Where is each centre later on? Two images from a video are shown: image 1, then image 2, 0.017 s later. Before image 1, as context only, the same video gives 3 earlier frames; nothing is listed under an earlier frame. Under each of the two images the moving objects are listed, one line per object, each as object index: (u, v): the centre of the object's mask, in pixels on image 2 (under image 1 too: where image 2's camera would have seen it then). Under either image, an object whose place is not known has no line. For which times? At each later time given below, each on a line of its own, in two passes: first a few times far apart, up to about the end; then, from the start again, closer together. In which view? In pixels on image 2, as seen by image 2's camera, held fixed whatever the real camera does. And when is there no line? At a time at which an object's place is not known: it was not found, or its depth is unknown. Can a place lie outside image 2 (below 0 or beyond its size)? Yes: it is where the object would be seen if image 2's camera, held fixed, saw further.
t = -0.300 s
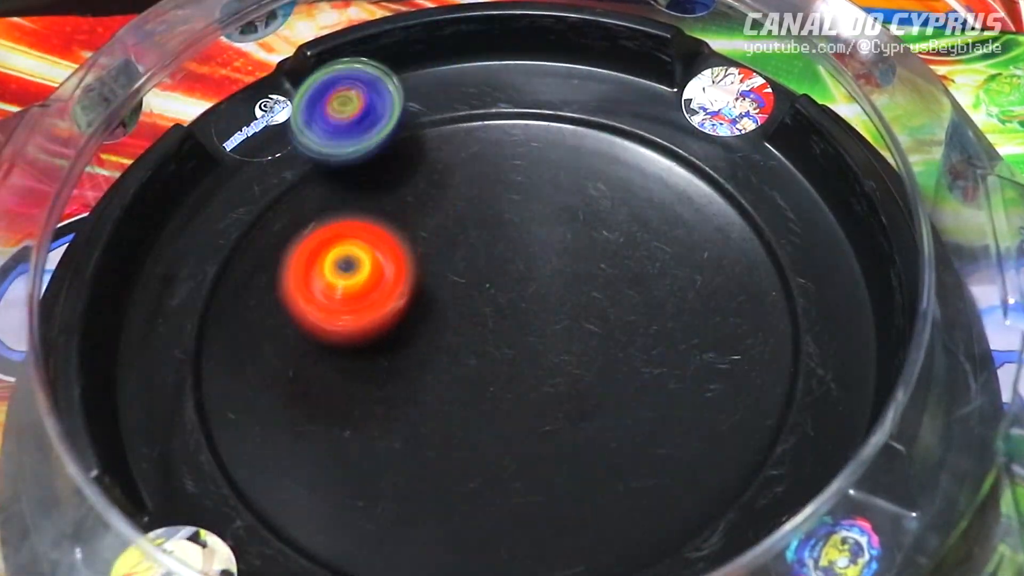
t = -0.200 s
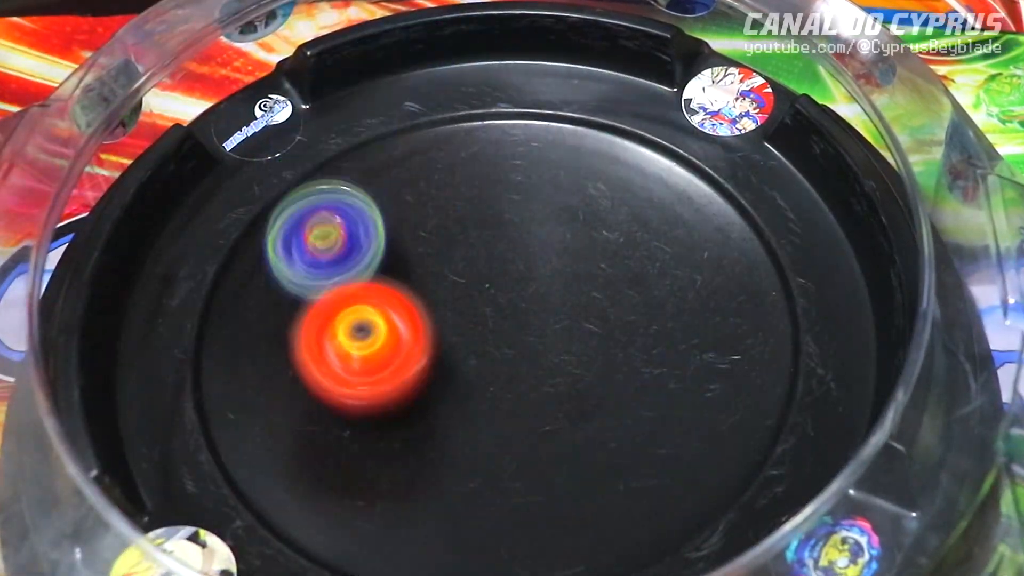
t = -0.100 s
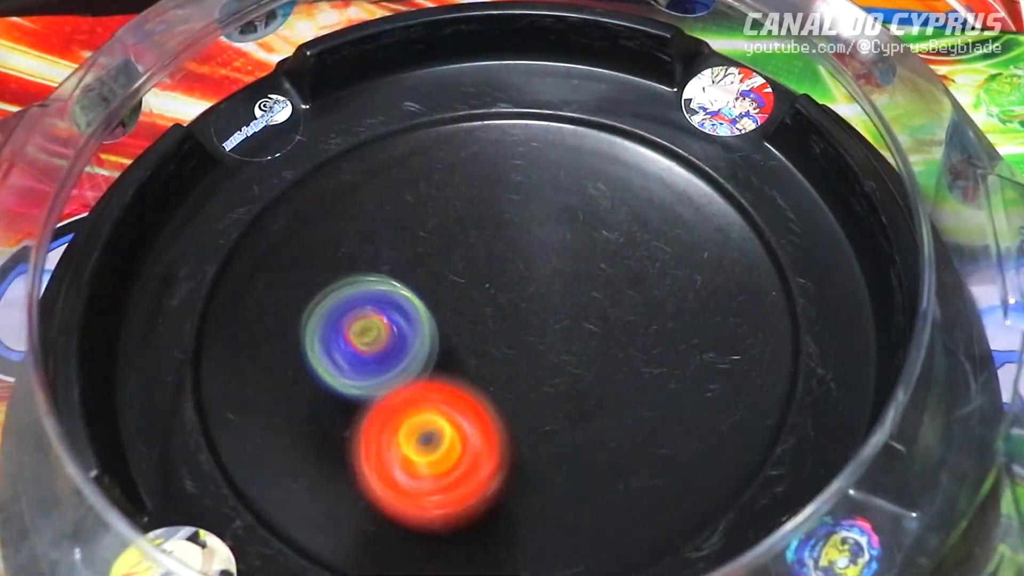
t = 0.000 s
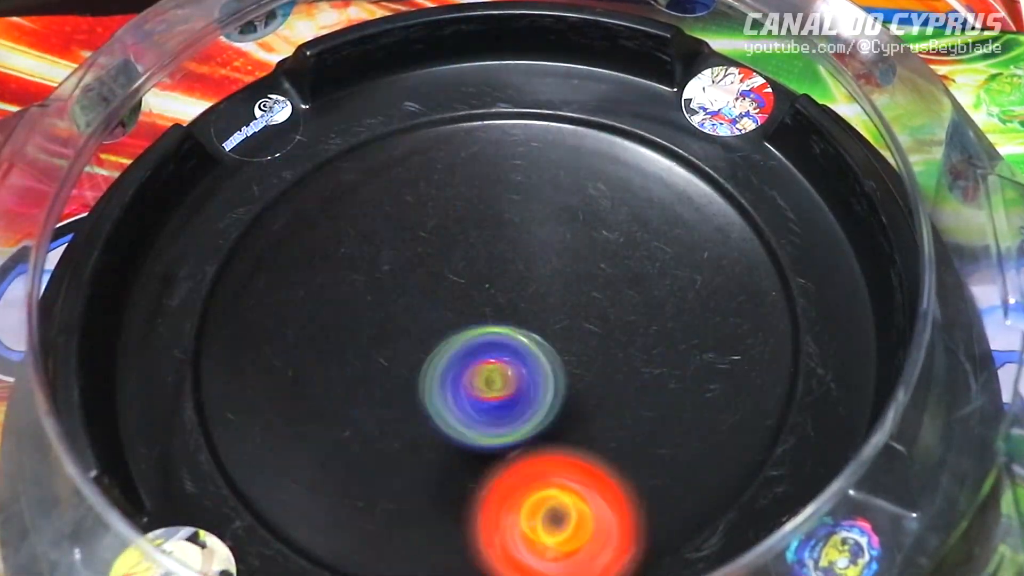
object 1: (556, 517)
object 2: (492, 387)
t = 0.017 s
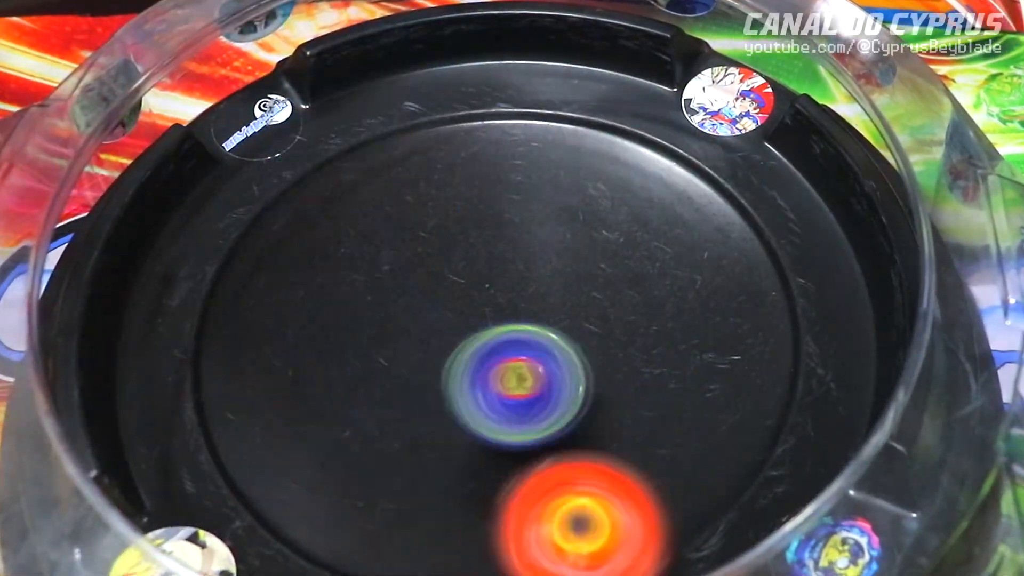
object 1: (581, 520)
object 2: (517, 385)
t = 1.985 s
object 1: (313, 335)
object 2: (670, 464)
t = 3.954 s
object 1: (419, 411)
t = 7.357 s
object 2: (396, 387)
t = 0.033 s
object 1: (606, 523)
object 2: (542, 384)
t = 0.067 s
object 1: (645, 513)
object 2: (591, 374)
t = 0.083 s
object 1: (659, 506)
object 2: (617, 366)
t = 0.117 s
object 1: (685, 489)
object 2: (663, 348)
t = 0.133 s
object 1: (692, 465)
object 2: (684, 334)
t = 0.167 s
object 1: (704, 425)
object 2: (720, 305)
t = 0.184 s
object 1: (708, 412)
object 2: (733, 293)
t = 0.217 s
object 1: (708, 363)
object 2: (757, 260)
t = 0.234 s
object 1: (704, 340)
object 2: (768, 238)
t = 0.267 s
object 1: (695, 308)
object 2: (764, 200)
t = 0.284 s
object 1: (689, 298)
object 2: (755, 184)
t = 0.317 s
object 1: (667, 268)
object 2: (734, 162)
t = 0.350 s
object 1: (629, 262)
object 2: (702, 131)
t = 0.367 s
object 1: (604, 262)
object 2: (681, 111)
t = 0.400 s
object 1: (557, 261)
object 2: (644, 86)
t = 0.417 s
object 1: (536, 259)
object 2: (629, 75)
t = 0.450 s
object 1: (493, 258)
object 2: (594, 58)
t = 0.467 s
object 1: (473, 259)
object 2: (572, 59)
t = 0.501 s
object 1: (434, 262)
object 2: (531, 60)
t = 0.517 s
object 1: (417, 265)
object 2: (511, 61)
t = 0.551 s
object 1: (384, 272)
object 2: (478, 67)
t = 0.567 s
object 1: (369, 278)
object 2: (463, 71)
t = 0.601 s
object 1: (345, 288)
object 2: (437, 82)
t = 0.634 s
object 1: (326, 301)
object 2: (413, 105)
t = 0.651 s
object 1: (318, 314)
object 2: (400, 120)
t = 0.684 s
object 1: (309, 329)
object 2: (374, 155)
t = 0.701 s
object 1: (306, 338)
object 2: (363, 174)
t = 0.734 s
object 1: (306, 362)
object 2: (346, 217)
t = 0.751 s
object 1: (308, 372)
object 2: (342, 239)
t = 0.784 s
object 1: (313, 397)
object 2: (340, 281)
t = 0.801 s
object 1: (313, 414)
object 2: (348, 296)
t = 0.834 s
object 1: (317, 451)
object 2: (371, 332)
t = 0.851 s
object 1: (322, 468)
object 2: (387, 350)
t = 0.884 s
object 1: (339, 497)
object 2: (423, 386)
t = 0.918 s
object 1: (363, 515)
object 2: (468, 417)
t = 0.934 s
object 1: (378, 521)
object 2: (492, 430)
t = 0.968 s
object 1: (415, 529)
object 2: (543, 449)
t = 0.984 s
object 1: (438, 530)
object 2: (570, 453)
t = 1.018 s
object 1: (483, 526)
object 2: (622, 459)
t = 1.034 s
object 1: (506, 521)
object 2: (648, 458)
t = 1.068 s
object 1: (546, 510)
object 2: (703, 450)
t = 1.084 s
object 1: (554, 505)
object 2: (740, 435)
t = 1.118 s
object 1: (567, 487)
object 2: (790, 385)
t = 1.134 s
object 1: (572, 477)
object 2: (811, 362)
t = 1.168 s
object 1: (576, 454)
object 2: (839, 323)
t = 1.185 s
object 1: (576, 442)
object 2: (840, 294)
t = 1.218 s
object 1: (572, 416)
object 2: (828, 249)
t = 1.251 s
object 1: (563, 389)
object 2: (796, 217)
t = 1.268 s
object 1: (558, 375)
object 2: (774, 200)
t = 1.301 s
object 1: (548, 351)
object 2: (727, 180)
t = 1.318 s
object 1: (542, 340)
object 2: (699, 169)
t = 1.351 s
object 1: (526, 318)
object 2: (640, 151)
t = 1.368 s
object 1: (517, 308)
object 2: (610, 145)
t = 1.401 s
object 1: (496, 291)
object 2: (548, 140)
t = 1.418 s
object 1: (486, 284)
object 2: (517, 138)
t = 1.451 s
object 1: (466, 271)
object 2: (453, 141)
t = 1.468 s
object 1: (456, 267)
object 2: (425, 145)
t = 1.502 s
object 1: (435, 259)
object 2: (368, 157)
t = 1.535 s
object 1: (414, 255)
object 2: (317, 175)
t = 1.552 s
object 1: (403, 253)
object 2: (294, 187)
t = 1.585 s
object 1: (377, 250)
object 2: (248, 214)
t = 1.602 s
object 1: (366, 249)
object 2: (229, 228)
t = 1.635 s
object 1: (345, 248)
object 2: (208, 267)
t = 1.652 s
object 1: (335, 249)
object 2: (203, 290)
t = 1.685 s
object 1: (316, 251)
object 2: (196, 337)
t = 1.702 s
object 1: (307, 252)
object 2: (206, 362)
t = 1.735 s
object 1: (290, 258)
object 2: (226, 411)
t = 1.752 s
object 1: (285, 262)
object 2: (242, 436)
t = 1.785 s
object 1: (276, 272)
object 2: (274, 483)
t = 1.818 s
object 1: (271, 283)
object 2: (329, 515)
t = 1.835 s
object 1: (269, 288)
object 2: (368, 522)
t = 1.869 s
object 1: (273, 301)
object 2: (446, 530)
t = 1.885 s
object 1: (276, 307)
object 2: (483, 530)
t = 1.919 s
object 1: (285, 319)
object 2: (558, 523)
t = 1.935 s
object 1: (291, 324)
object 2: (588, 516)
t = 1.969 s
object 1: (305, 332)
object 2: (646, 485)
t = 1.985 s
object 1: (313, 335)
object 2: (670, 464)
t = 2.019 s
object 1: (334, 338)
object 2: (704, 418)
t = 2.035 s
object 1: (346, 338)
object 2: (716, 392)
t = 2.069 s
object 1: (375, 334)
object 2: (730, 345)
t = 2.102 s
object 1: (404, 327)
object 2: (729, 296)
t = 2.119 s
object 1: (418, 322)
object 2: (725, 274)
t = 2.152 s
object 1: (444, 308)
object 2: (707, 234)
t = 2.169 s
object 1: (455, 300)
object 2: (694, 215)
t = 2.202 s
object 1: (474, 285)
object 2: (666, 181)
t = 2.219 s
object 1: (481, 277)
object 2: (648, 166)
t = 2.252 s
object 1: (493, 262)
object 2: (609, 138)
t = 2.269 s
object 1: (496, 254)
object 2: (590, 127)
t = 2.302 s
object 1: (504, 242)
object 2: (543, 109)
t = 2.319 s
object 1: (506, 236)
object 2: (518, 100)
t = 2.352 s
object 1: (510, 224)
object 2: (468, 91)
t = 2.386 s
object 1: (512, 216)
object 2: (417, 95)
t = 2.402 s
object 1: (512, 212)
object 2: (393, 107)
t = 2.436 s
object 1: (511, 205)
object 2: (343, 137)
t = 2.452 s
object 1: (509, 203)
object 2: (320, 154)
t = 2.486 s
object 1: (507, 199)
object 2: (274, 187)
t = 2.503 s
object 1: (506, 197)
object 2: (254, 206)
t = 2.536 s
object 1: (503, 195)
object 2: (220, 249)
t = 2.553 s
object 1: (501, 195)
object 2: (210, 275)
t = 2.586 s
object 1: (497, 196)
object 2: (205, 332)
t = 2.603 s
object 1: (495, 197)
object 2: (206, 360)
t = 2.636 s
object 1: (491, 203)
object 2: (224, 409)
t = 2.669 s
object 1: (486, 211)
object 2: (262, 456)
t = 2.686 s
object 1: (485, 216)
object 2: (287, 475)
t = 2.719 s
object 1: (483, 226)
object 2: (346, 502)
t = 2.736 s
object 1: (484, 232)
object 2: (382, 510)
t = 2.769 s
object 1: (487, 244)
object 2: (451, 515)
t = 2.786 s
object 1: (489, 248)
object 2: (486, 513)
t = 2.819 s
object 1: (493, 260)
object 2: (557, 503)
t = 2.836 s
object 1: (494, 265)
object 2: (587, 493)
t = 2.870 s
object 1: (500, 275)
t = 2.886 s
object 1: (505, 280)
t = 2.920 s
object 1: (517, 289)
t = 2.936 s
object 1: (524, 293)
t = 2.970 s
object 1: (538, 301)
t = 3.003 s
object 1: (552, 307)
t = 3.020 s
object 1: (560, 310)
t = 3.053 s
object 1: (575, 315)
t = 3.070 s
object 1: (583, 317)
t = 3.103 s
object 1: (600, 322)
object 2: (716, 174)
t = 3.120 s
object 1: (608, 324)
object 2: (702, 157)
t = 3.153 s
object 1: (624, 327)
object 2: (669, 127)
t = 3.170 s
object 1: (631, 327)
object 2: (646, 116)
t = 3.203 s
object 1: (645, 327)
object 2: (602, 103)
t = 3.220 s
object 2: (577, 97)
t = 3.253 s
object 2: (526, 89)
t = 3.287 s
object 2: (468, 94)
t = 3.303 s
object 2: (441, 99)
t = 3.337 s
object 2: (391, 112)
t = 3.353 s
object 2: (369, 123)
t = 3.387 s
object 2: (328, 149)
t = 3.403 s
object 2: (309, 165)
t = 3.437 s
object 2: (280, 200)
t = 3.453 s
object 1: (622, 304)
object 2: (266, 223)
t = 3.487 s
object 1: (603, 303)
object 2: (250, 265)
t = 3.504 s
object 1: (594, 302)
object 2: (246, 286)
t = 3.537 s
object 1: (577, 299)
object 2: (248, 332)
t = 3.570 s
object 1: (559, 300)
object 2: (261, 375)
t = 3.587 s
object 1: (550, 301)
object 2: (274, 400)
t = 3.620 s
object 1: (532, 306)
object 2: (307, 436)
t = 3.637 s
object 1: (523, 309)
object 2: (331, 456)
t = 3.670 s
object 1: (507, 317)
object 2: (378, 483)
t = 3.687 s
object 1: (500, 322)
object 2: (405, 493)
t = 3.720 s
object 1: (489, 332)
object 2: (464, 504)
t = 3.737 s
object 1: (484, 337)
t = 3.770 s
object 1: (472, 348)
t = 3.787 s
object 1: (465, 354)
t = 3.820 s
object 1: (451, 365)
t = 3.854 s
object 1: (439, 377)
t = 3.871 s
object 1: (433, 383)
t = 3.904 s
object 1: (423, 395)
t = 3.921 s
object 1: (420, 401)
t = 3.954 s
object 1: (419, 411)
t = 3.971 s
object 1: (419, 415)
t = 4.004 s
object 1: (423, 423)
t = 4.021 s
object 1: (426, 427)
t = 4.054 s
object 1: (434, 433)
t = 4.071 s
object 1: (440, 434)
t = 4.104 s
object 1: (453, 432)
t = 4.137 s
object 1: (464, 428)
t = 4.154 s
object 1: (469, 425)
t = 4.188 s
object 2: (620, 123)
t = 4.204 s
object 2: (599, 118)
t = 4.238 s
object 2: (551, 114)
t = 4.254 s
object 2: (526, 114)
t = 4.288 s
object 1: (480, 387)
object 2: (481, 119)
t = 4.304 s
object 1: (479, 382)
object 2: (460, 124)
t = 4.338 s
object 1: (474, 370)
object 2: (414, 142)
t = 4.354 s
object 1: (473, 363)
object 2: (394, 152)
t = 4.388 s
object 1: (467, 349)
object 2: (357, 174)
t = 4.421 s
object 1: (462, 337)
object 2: (325, 201)
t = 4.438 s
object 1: (462, 331)
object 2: (312, 216)
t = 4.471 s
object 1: (462, 323)
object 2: (288, 250)
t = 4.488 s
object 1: (464, 320)
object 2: (277, 270)
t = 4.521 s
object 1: (467, 315)
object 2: (264, 304)
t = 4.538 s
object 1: (468, 314)
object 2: (261, 323)
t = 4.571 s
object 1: (468, 310)
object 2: (261, 368)
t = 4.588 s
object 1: (467, 308)
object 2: (265, 388)
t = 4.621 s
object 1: (465, 304)
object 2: (280, 428)
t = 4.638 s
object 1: (464, 301)
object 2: (293, 448)
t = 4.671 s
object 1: (461, 292)
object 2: (325, 478)
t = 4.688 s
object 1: (460, 289)
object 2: (345, 492)
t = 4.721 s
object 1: (459, 279)
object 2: (389, 510)
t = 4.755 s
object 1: (457, 270)
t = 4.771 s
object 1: (456, 268)
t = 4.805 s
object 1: (454, 265)
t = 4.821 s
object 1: (454, 265)
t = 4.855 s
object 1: (455, 265)
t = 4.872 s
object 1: (456, 265)
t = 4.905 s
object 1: (457, 267)
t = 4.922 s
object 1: (459, 268)
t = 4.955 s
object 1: (461, 270)
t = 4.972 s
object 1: (461, 272)
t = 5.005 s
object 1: (463, 277)
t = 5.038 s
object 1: (464, 281)
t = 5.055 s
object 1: (465, 284)
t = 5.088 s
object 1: (465, 288)
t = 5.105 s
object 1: (466, 290)
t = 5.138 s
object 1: (464, 294)
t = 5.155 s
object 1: (463, 296)
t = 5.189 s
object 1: (461, 297)
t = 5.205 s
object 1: (460, 296)
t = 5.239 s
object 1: (459, 296)
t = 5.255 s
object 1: (458, 297)
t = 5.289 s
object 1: (457, 296)
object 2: (529, 163)
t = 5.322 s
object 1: (457, 294)
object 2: (491, 161)
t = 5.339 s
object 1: (458, 294)
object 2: (471, 162)
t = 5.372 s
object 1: (464, 297)
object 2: (431, 168)
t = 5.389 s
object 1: (468, 298)
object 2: (412, 172)
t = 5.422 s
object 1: (478, 304)
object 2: (376, 182)
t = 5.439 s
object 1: (484, 306)
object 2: (360, 190)
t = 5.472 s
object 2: (328, 210)
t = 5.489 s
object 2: (311, 222)
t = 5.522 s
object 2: (285, 248)
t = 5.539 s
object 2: (275, 263)
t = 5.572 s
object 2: (260, 294)
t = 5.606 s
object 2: (252, 328)
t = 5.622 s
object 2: (251, 344)
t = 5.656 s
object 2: (256, 376)
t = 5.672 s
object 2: (262, 392)
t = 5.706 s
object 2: (281, 420)
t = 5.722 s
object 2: (294, 432)
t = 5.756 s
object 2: (329, 453)
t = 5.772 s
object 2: (351, 462)
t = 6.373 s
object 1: (448, 318)
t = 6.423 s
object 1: (443, 325)
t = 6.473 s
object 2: (477, 160)
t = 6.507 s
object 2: (450, 172)
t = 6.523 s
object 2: (436, 179)
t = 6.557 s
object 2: (412, 197)
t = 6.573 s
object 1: (430, 349)
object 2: (402, 206)
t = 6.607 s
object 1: (429, 349)
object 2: (383, 227)
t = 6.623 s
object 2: (376, 239)
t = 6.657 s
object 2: (360, 250)
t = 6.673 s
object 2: (352, 256)
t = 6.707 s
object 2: (341, 268)
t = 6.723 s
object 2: (337, 276)
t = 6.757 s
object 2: (333, 290)
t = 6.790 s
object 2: (332, 304)
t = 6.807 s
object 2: (333, 311)
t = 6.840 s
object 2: (337, 325)
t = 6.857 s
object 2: (337, 328)
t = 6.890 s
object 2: (329, 333)
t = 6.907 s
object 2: (328, 336)
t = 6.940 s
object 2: (328, 342)
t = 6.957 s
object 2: (329, 344)
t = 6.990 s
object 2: (331, 350)
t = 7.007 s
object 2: (333, 352)
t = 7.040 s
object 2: (336, 357)
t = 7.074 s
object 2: (341, 362)
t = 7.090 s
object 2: (343, 364)
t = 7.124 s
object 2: (348, 368)
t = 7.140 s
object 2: (351, 370)
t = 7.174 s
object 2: (356, 375)
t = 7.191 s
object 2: (360, 376)
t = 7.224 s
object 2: (367, 379)
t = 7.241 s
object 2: (369, 380)
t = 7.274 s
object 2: (377, 382)
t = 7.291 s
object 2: (380, 383)
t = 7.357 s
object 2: (396, 387)
